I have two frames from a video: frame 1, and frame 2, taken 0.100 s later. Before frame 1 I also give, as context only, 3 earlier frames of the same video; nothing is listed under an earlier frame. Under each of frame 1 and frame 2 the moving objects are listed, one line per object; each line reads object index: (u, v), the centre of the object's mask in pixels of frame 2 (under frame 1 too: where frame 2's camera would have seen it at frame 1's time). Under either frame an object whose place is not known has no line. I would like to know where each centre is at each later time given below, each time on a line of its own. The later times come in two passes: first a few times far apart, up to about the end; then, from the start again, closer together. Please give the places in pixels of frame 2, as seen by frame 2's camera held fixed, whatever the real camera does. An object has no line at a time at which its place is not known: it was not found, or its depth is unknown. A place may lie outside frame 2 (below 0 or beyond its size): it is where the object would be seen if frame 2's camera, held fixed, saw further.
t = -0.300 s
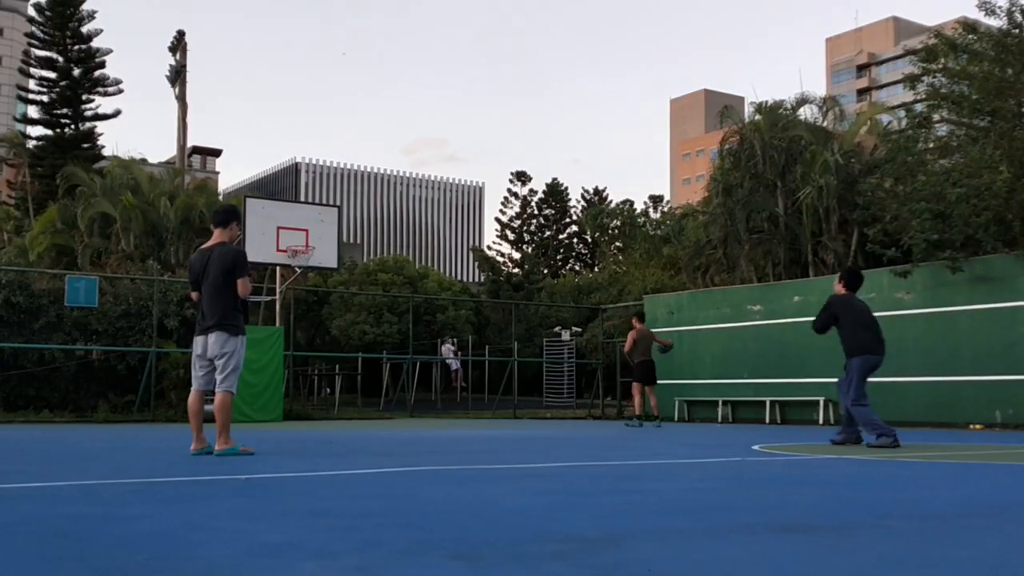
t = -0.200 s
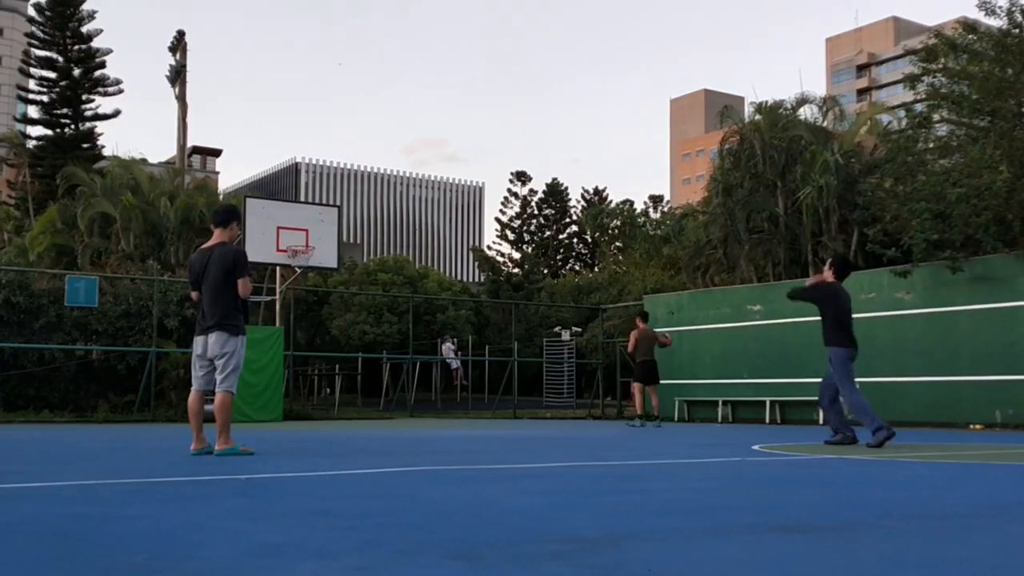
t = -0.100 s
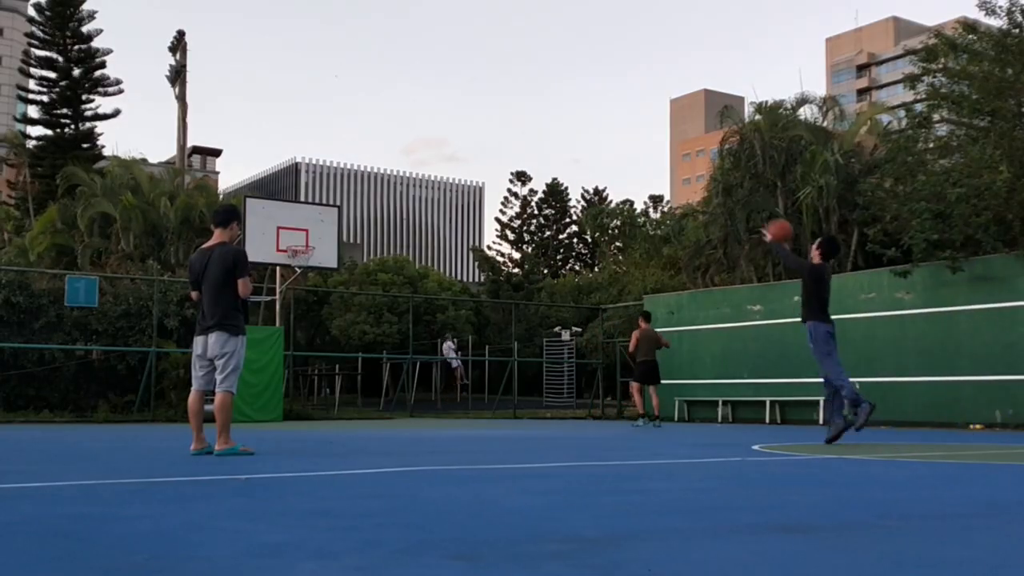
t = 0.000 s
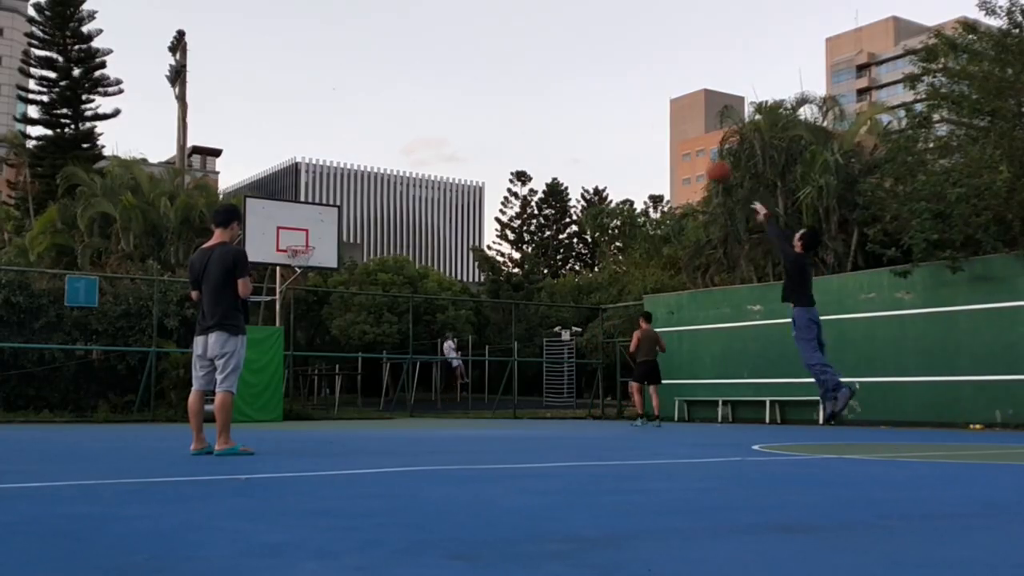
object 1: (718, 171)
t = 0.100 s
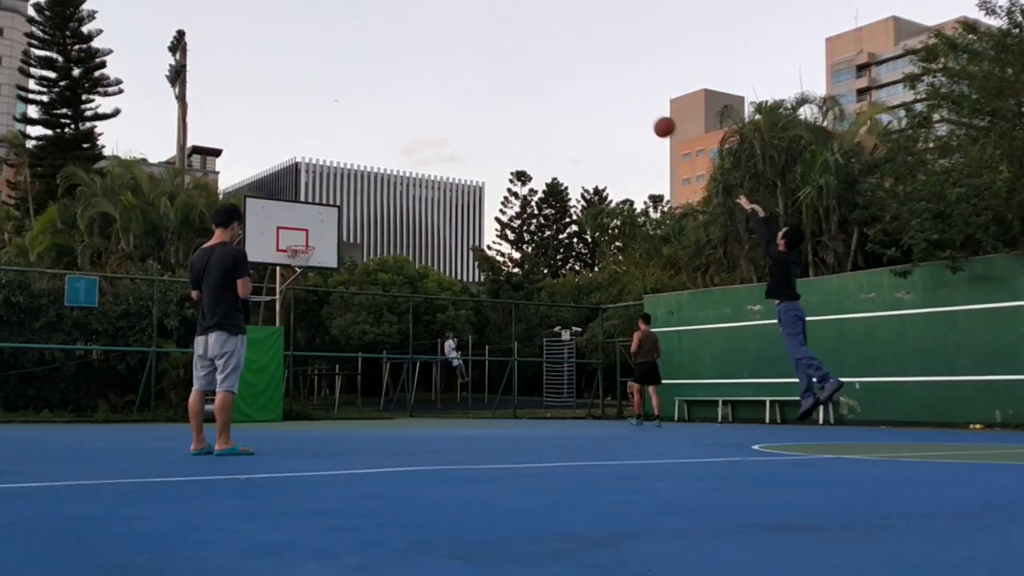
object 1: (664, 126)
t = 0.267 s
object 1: (587, 79)
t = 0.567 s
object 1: (479, 60)
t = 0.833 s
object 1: (406, 97)
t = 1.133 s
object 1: (339, 180)
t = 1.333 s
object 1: (303, 252)
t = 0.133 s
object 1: (647, 115)
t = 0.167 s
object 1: (631, 104)
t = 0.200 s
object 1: (616, 95)
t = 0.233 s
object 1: (601, 86)
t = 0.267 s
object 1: (587, 79)
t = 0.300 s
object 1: (573, 73)
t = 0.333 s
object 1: (560, 69)
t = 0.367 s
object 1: (547, 65)
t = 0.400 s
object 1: (535, 62)
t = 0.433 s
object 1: (523, 60)
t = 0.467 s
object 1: (511, 59)
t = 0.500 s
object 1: (500, 58)
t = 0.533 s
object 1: (490, 59)
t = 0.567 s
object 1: (479, 60)
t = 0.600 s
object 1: (469, 63)
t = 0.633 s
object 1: (459, 66)
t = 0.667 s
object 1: (450, 69)
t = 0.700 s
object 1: (440, 74)
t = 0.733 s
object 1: (431, 79)
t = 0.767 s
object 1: (422, 84)
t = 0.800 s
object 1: (414, 90)
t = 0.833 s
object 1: (406, 97)
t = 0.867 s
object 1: (397, 105)
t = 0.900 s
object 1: (389, 112)
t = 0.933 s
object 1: (382, 121)
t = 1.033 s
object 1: (359, 149)
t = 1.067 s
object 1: (352, 159)
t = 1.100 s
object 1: (346, 169)
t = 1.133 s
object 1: (339, 180)
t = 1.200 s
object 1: (325, 204)
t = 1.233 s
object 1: (319, 216)
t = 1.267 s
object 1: (313, 228)
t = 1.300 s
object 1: (307, 241)
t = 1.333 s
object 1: (303, 252)
